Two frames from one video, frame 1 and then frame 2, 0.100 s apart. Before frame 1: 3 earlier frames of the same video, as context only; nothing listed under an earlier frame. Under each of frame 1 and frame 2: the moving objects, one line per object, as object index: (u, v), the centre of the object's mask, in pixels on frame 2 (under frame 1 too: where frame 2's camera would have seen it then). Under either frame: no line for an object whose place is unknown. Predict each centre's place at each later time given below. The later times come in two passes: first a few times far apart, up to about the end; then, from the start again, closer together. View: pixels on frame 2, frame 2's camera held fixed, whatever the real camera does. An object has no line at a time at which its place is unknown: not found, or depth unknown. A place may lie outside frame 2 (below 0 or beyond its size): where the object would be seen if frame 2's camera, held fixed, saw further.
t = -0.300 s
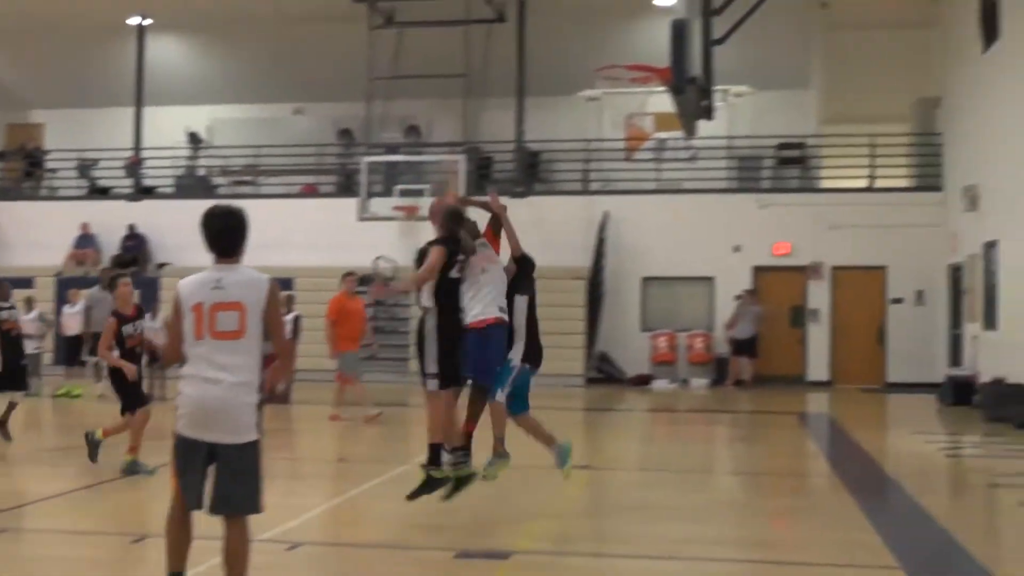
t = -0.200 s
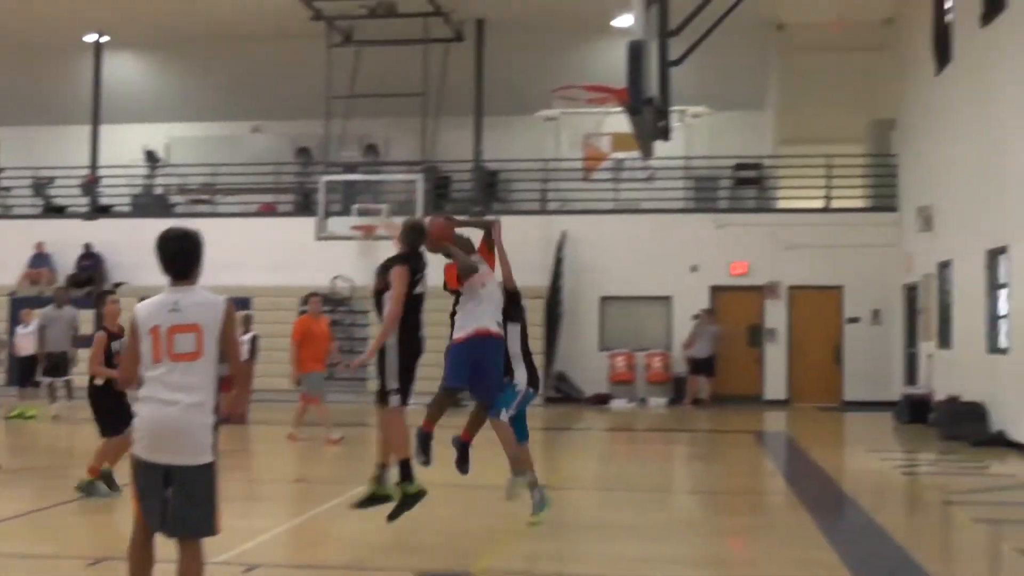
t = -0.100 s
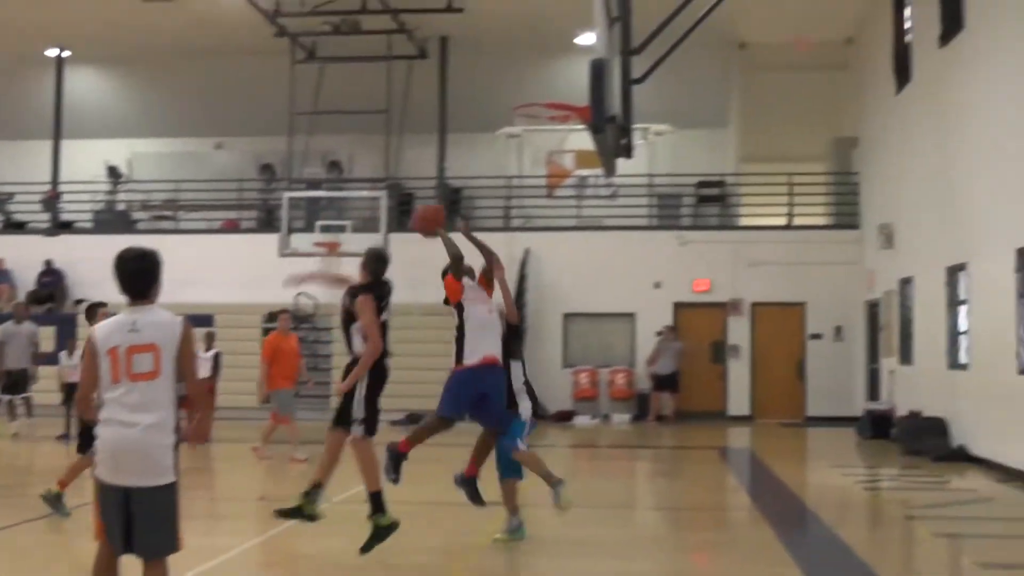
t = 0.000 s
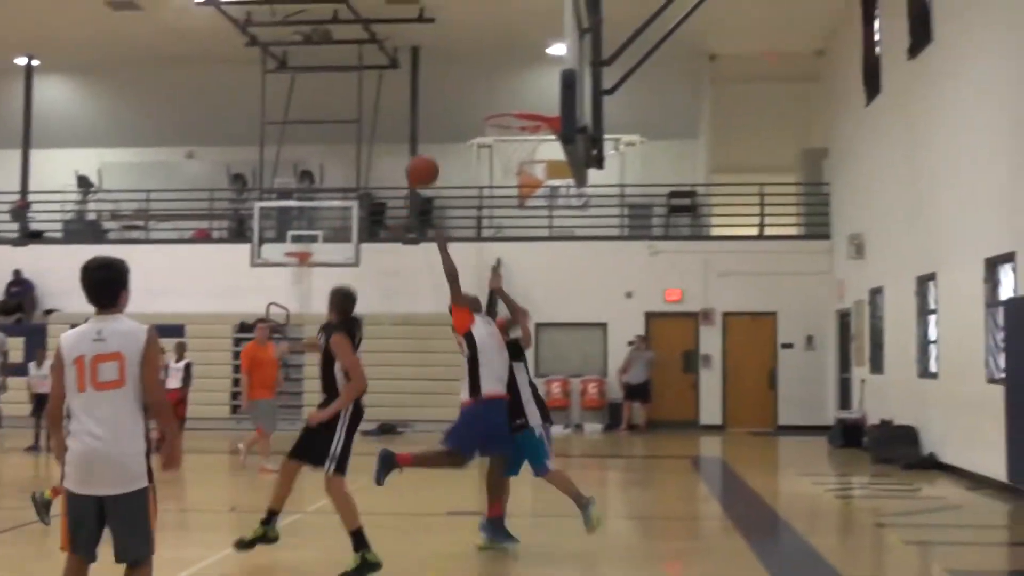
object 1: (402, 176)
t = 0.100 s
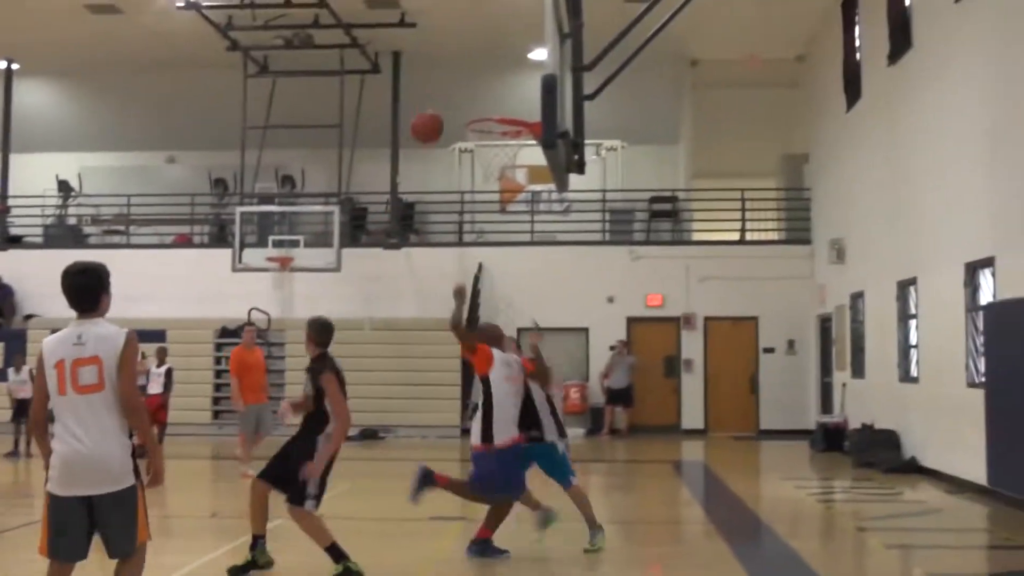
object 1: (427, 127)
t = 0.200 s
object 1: (449, 92)
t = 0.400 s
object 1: (493, 62)
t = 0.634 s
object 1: (531, 95)
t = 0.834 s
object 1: (476, 115)
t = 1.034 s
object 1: (489, 100)
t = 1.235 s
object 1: (492, 127)
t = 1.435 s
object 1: (499, 180)
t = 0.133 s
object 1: (433, 114)
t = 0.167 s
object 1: (440, 103)
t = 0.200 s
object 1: (449, 92)
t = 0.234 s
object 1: (456, 83)
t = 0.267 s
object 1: (464, 76)
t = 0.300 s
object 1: (470, 70)
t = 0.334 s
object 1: (478, 66)
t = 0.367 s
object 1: (486, 64)
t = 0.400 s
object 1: (493, 62)
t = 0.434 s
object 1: (500, 63)
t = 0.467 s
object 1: (507, 64)
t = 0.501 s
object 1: (515, 68)
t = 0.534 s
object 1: (522, 72)
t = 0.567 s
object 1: (528, 79)
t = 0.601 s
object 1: (532, 88)
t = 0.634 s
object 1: (531, 95)
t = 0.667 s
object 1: (528, 104)
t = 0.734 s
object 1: (512, 108)
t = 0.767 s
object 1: (497, 108)
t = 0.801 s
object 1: (485, 109)
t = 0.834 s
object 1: (476, 115)
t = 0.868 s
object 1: (477, 111)
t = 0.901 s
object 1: (483, 105)
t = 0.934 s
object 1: (484, 102)
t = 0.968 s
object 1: (486, 100)
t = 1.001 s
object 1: (487, 99)
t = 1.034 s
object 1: (489, 100)
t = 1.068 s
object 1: (490, 101)
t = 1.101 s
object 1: (490, 104)
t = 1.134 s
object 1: (492, 106)
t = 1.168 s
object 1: (491, 110)
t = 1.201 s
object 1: (492, 120)
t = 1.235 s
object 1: (492, 127)
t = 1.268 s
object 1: (493, 136)
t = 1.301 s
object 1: (495, 143)
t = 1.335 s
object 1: (496, 152)
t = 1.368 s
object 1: (497, 162)
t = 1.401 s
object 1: (497, 170)
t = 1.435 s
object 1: (499, 180)
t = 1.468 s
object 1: (497, 190)
